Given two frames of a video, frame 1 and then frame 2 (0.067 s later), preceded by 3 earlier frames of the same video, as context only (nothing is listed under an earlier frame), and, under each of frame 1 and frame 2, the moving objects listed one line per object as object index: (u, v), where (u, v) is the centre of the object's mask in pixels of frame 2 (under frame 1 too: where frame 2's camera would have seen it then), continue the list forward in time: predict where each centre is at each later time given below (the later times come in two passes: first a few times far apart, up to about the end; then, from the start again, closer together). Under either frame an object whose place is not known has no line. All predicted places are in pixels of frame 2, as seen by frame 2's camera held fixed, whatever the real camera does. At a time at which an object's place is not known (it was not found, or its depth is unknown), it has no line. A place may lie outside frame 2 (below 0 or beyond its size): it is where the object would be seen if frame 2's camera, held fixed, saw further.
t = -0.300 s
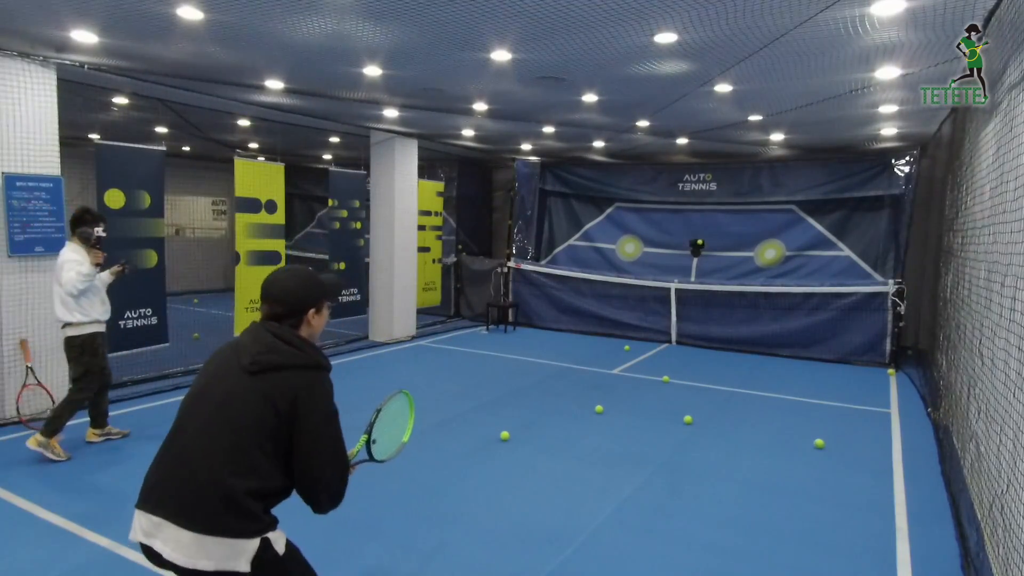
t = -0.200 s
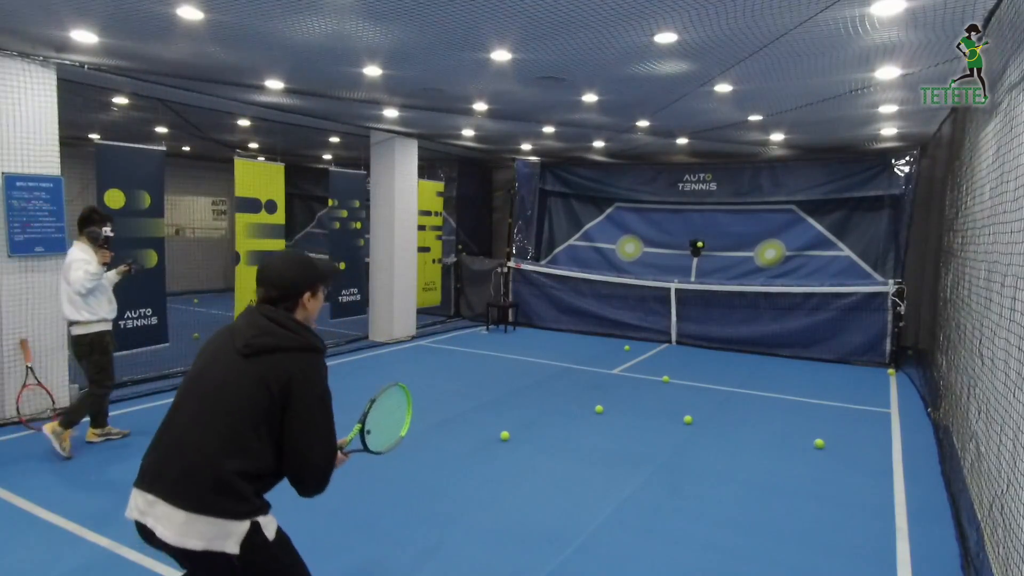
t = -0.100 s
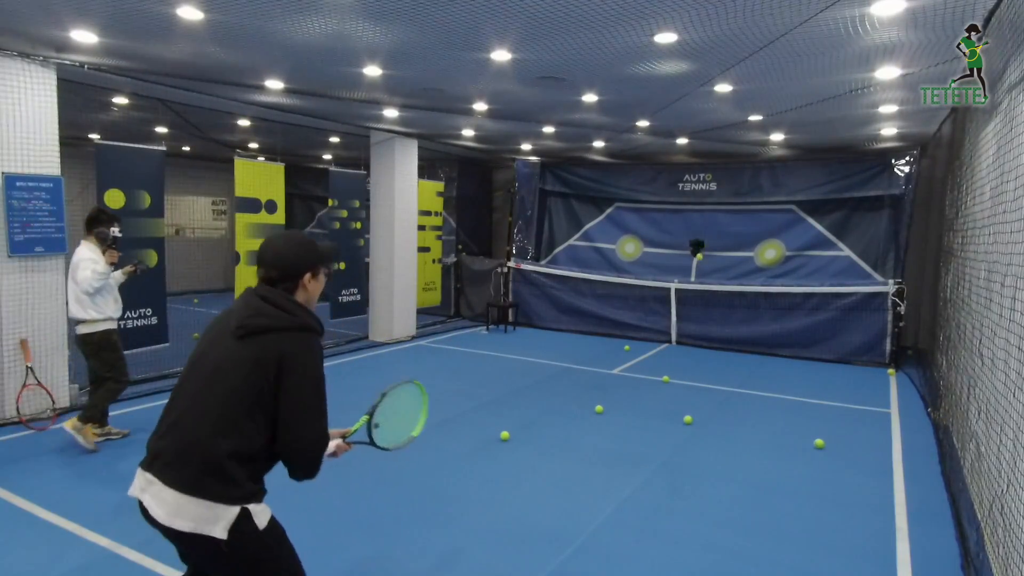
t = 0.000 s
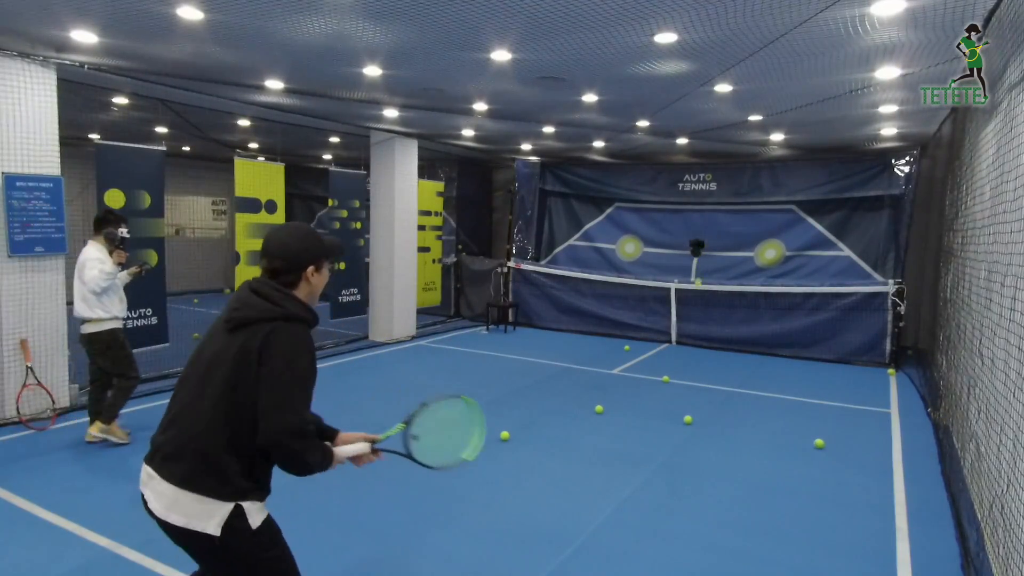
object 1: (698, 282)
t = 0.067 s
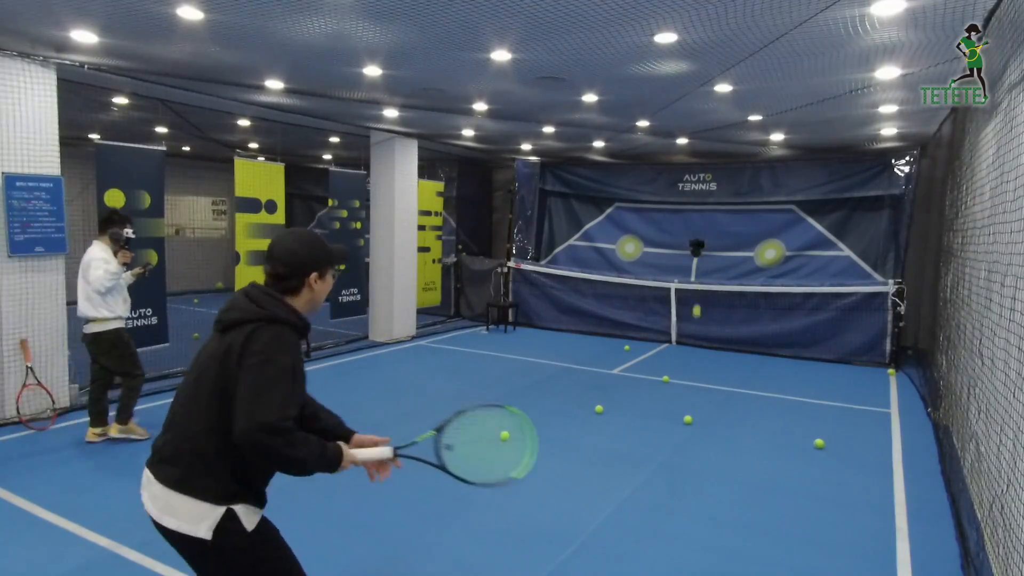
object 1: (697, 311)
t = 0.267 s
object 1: (690, 449)
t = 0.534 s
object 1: (692, 407)
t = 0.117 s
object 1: (695, 339)
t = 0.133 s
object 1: (695, 349)
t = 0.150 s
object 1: (694, 362)
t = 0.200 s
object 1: (692, 403)
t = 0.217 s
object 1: (691, 419)
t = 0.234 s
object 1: (690, 436)
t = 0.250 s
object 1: (689, 452)
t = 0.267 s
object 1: (690, 449)
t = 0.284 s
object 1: (691, 444)
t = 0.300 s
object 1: (690, 439)
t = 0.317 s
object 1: (691, 435)
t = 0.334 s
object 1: (691, 430)
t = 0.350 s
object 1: (691, 427)
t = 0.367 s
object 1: (690, 422)
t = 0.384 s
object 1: (691, 419)
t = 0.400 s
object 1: (691, 417)
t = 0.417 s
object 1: (691, 415)
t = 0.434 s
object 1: (692, 411)
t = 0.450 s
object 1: (692, 409)
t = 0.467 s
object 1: (691, 408)
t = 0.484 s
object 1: (692, 406)
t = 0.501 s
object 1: (691, 406)
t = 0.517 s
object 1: (692, 406)
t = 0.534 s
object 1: (692, 407)
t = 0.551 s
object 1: (692, 409)
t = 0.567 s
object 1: (691, 412)
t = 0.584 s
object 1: (691, 415)
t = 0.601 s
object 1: (691, 420)
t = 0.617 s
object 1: (691, 426)
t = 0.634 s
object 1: (690, 432)
